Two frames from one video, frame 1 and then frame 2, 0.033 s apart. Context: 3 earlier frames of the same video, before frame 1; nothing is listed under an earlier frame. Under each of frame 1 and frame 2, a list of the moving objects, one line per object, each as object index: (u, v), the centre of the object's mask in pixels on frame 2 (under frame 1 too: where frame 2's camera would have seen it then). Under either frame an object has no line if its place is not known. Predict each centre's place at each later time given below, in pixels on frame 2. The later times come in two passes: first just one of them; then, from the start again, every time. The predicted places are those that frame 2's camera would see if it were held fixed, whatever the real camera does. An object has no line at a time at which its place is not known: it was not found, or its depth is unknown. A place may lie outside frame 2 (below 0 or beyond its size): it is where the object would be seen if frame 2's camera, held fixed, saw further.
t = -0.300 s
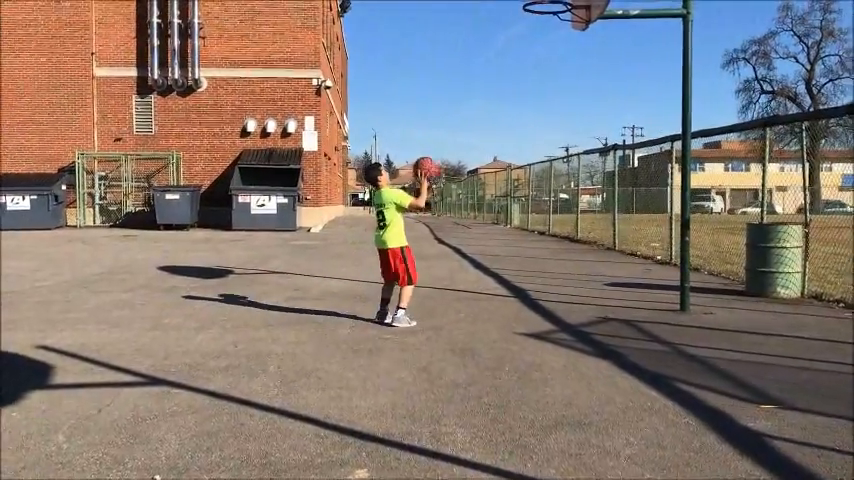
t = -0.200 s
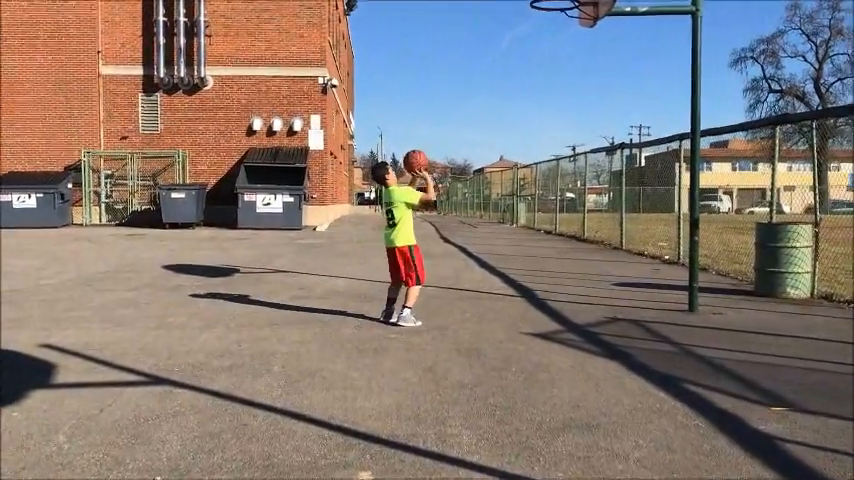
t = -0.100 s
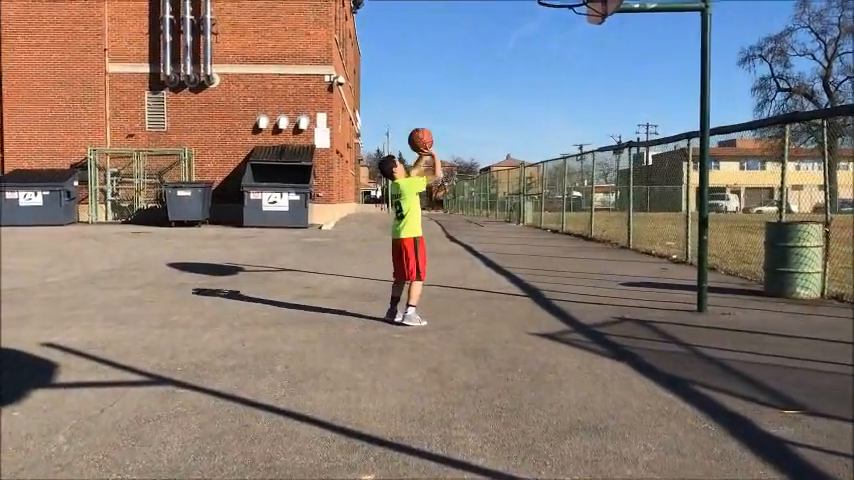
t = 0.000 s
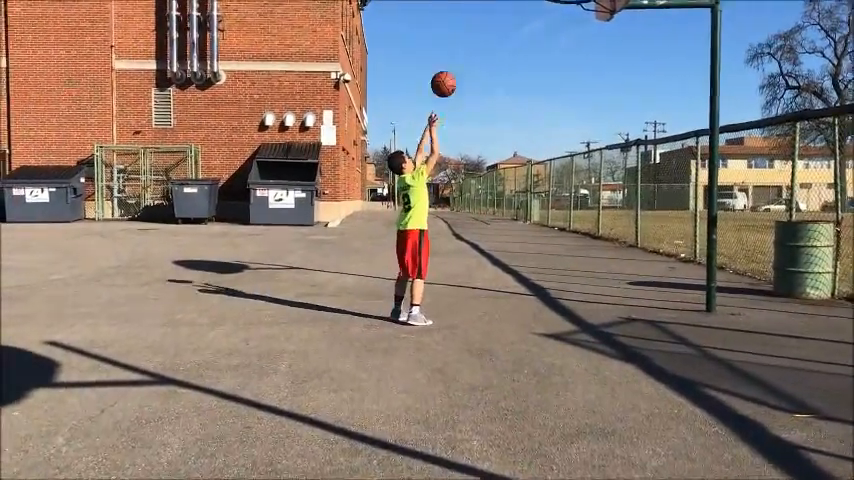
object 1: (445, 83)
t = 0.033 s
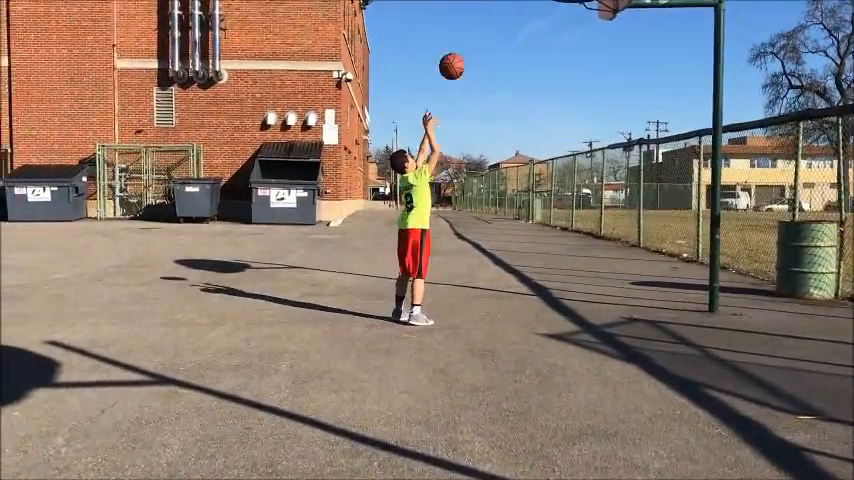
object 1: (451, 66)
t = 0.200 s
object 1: (482, 6)
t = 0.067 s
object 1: (457, 51)
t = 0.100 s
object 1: (464, 36)
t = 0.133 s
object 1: (470, 23)
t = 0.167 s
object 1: (476, 12)
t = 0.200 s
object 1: (482, 6)
